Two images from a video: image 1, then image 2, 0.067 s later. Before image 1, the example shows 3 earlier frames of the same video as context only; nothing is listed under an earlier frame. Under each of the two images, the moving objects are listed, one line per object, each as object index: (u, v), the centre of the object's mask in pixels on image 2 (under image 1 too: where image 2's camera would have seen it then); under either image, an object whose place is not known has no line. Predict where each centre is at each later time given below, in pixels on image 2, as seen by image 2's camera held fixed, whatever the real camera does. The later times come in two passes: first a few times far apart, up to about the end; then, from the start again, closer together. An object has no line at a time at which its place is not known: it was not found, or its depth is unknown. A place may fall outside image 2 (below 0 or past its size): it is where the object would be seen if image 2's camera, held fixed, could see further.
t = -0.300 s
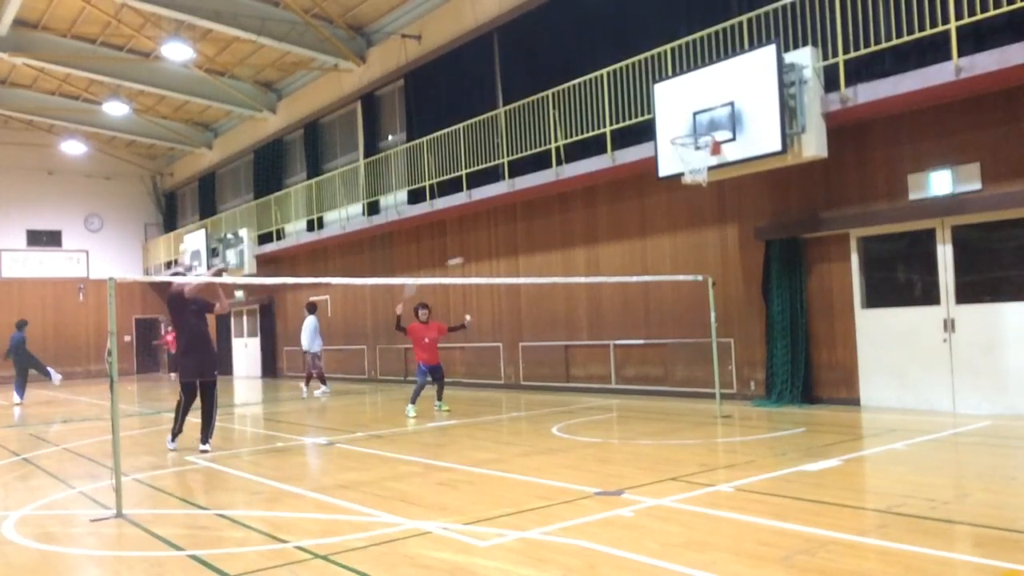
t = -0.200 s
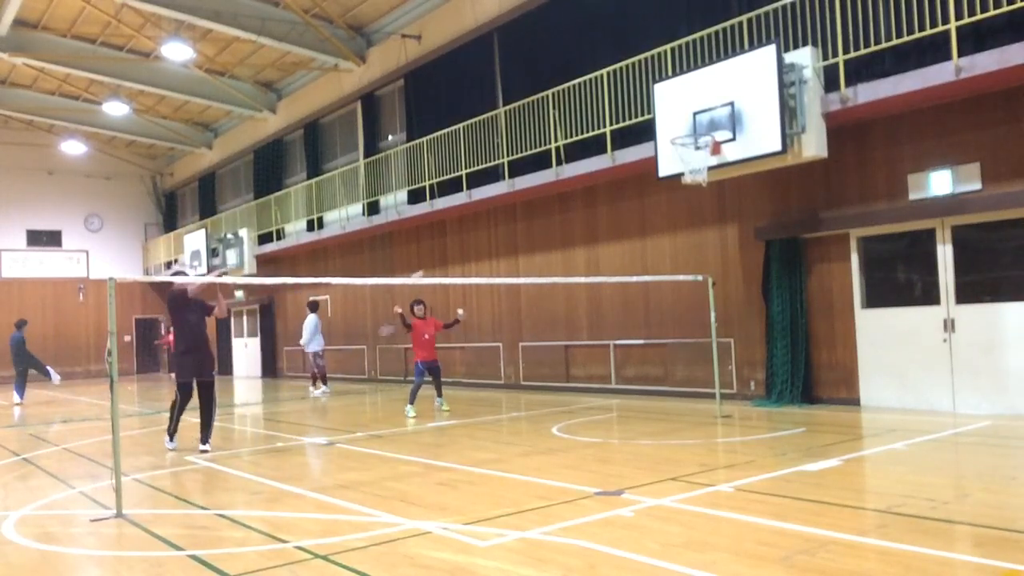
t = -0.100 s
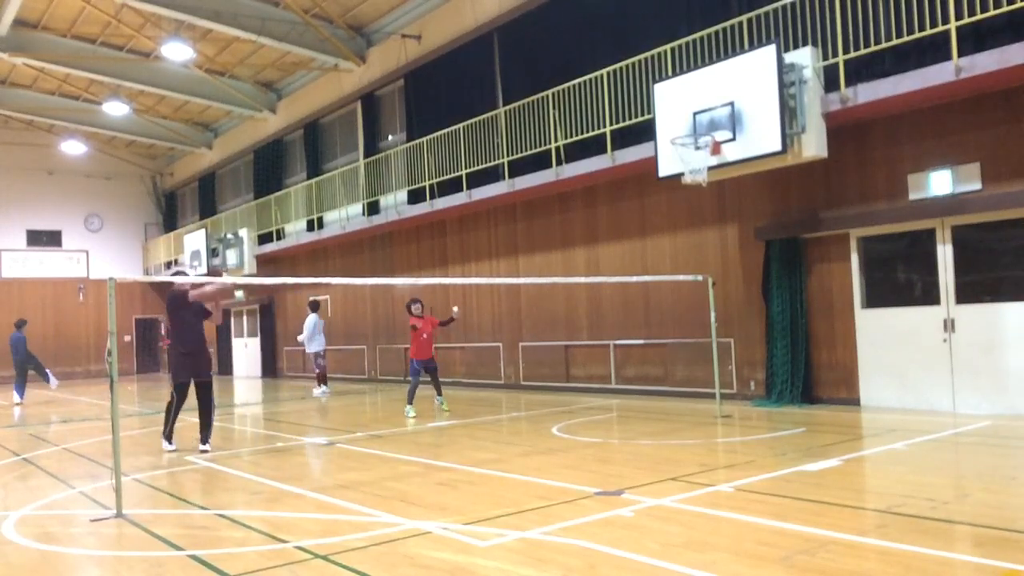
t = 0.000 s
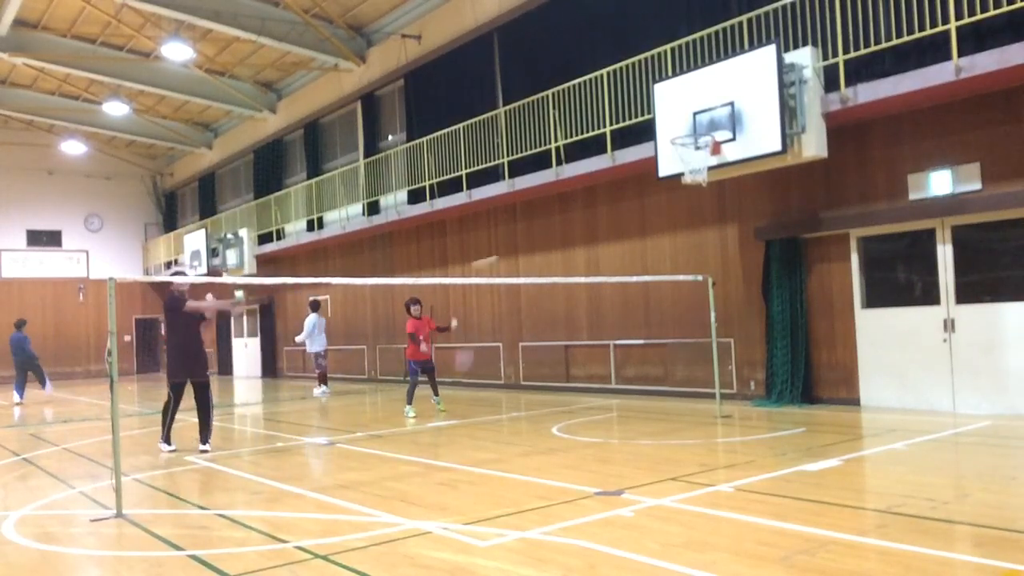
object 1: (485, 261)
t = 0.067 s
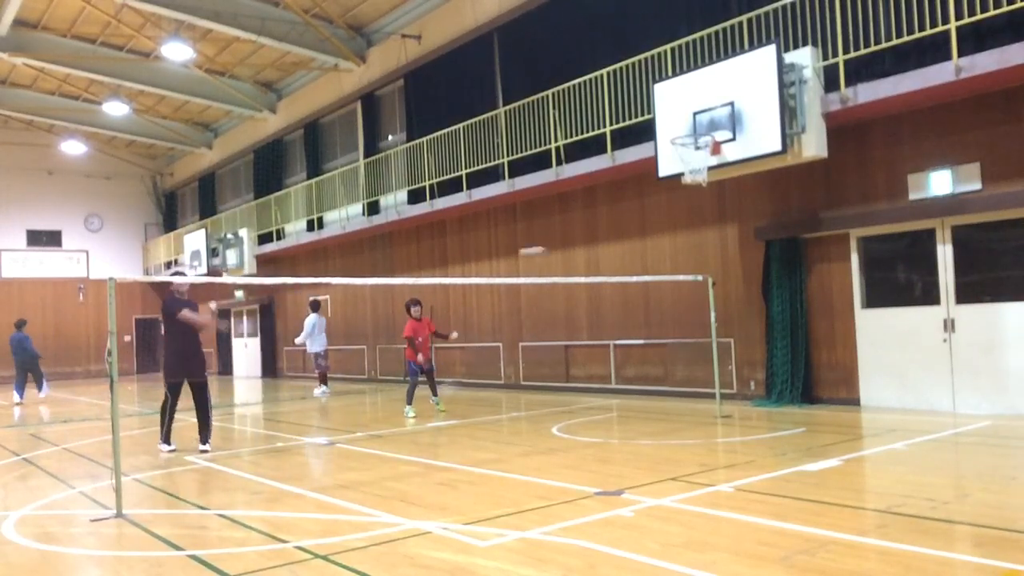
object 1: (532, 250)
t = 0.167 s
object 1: (600, 246)
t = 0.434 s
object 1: (784, 292)
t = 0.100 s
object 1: (553, 248)
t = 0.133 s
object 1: (576, 247)
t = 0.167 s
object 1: (600, 246)
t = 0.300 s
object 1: (691, 256)
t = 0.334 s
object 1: (713, 262)
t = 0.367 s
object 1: (737, 271)
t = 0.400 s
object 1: (760, 281)
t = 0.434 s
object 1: (784, 292)
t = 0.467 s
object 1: (808, 306)
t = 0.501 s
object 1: (832, 321)
